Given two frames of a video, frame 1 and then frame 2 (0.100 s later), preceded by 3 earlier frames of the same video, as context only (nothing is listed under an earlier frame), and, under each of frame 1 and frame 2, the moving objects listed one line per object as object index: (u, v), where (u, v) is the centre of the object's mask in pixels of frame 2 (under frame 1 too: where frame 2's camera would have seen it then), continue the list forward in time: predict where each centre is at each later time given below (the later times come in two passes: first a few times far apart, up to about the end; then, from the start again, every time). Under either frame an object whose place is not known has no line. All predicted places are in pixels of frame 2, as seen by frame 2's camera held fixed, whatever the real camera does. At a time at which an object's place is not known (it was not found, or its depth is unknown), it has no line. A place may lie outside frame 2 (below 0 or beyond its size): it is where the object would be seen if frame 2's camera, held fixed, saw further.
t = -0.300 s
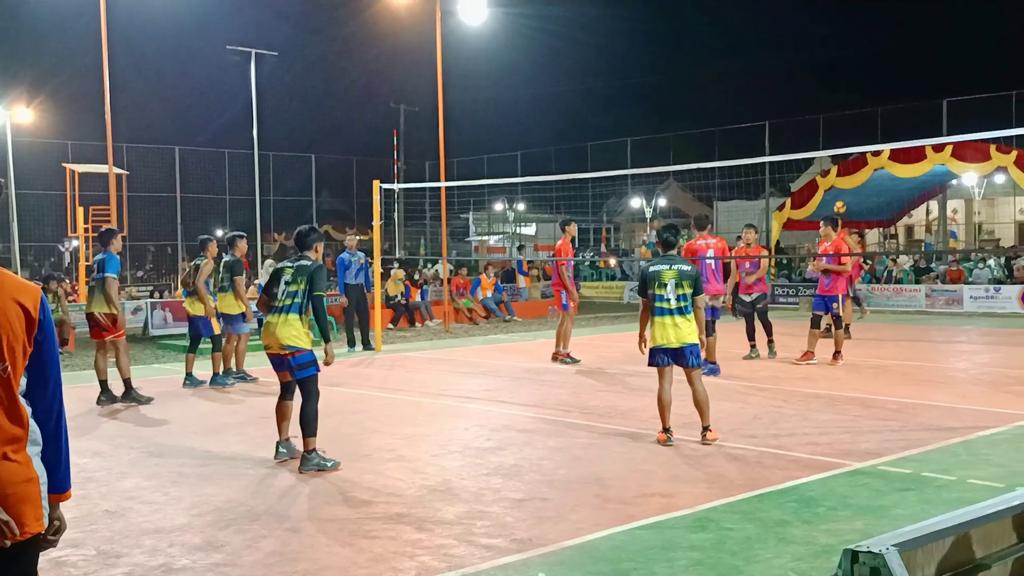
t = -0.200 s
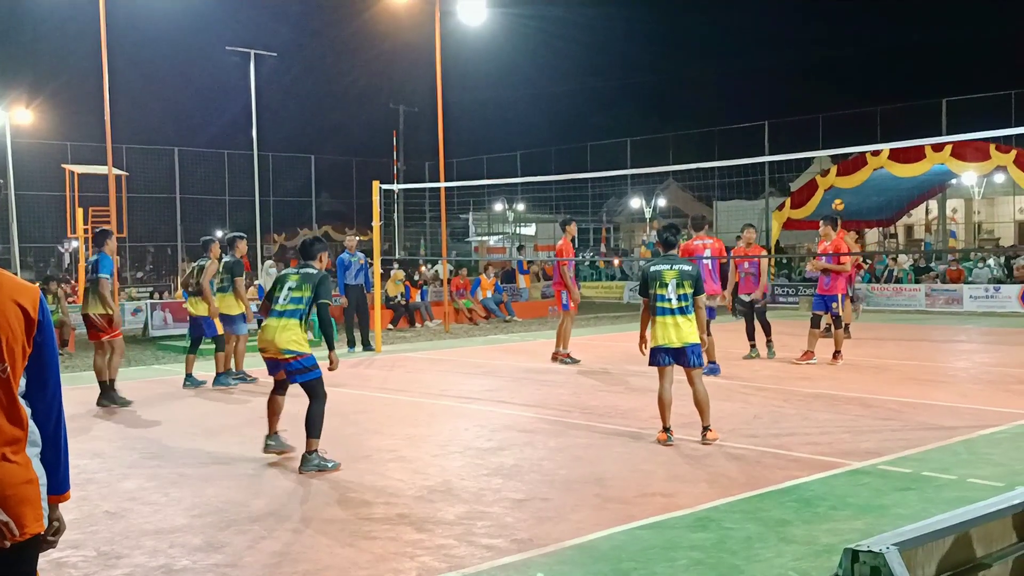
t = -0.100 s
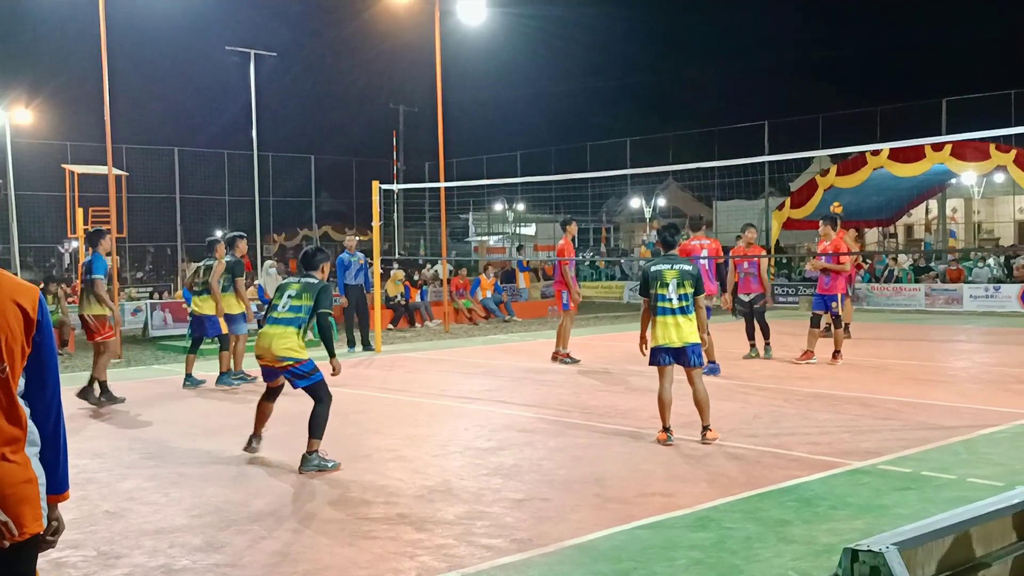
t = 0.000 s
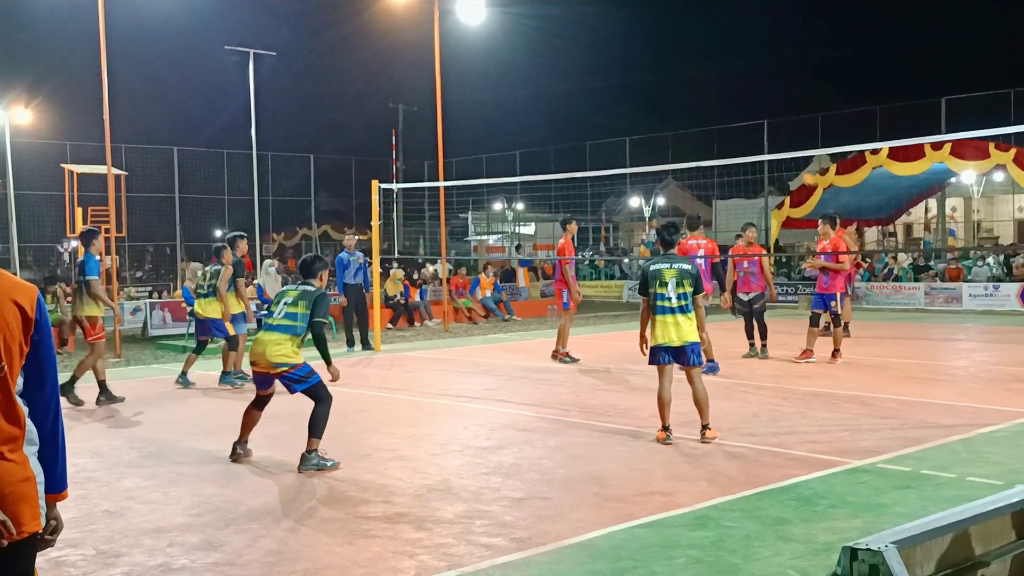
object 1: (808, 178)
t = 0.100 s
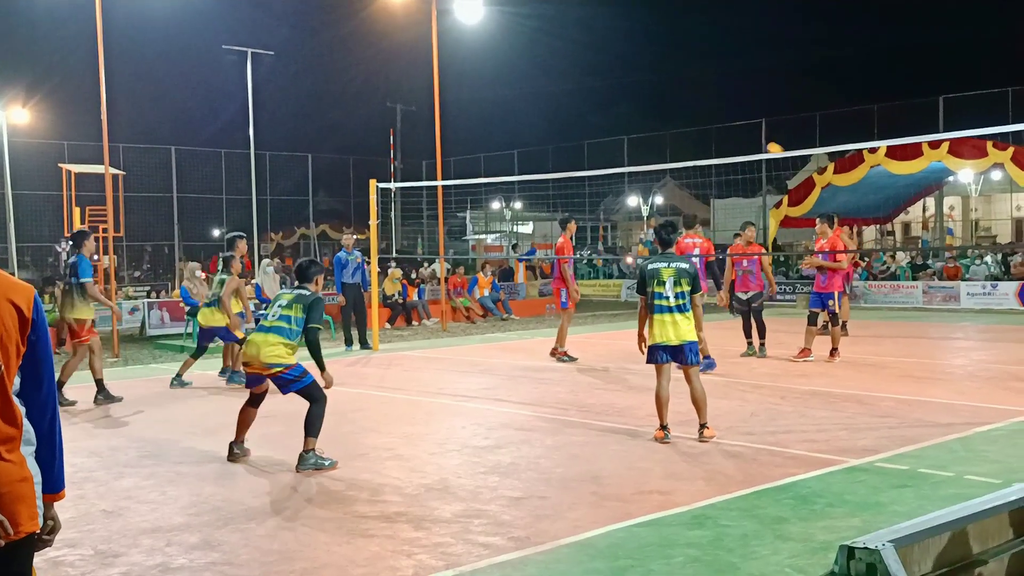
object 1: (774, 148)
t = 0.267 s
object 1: (715, 113)
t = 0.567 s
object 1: (586, 86)
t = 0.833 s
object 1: (452, 122)
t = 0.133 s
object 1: (764, 142)
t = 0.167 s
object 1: (752, 134)
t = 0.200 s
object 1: (740, 126)
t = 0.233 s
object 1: (728, 119)
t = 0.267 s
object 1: (715, 113)
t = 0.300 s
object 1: (702, 107)
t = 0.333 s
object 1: (689, 102)
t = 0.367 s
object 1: (675, 97)
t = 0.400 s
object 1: (661, 93)
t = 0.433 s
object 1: (647, 90)
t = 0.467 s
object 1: (632, 88)
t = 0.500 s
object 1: (617, 87)
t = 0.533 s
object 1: (602, 86)
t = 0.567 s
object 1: (586, 86)
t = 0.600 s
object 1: (570, 87)
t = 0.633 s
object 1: (555, 89)
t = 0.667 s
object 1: (538, 92)
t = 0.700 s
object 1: (521, 96)
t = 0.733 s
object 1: (504, 100)
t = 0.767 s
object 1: (487, 106)
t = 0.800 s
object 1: (469, 113)
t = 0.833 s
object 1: (452, 122)
